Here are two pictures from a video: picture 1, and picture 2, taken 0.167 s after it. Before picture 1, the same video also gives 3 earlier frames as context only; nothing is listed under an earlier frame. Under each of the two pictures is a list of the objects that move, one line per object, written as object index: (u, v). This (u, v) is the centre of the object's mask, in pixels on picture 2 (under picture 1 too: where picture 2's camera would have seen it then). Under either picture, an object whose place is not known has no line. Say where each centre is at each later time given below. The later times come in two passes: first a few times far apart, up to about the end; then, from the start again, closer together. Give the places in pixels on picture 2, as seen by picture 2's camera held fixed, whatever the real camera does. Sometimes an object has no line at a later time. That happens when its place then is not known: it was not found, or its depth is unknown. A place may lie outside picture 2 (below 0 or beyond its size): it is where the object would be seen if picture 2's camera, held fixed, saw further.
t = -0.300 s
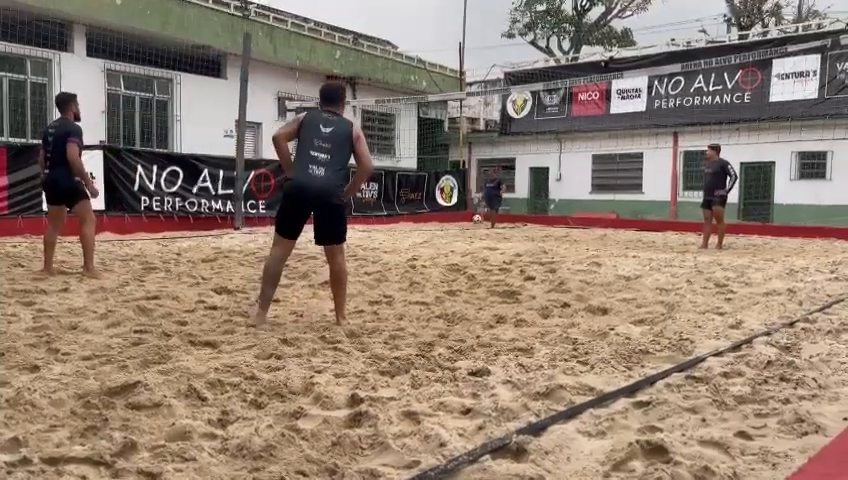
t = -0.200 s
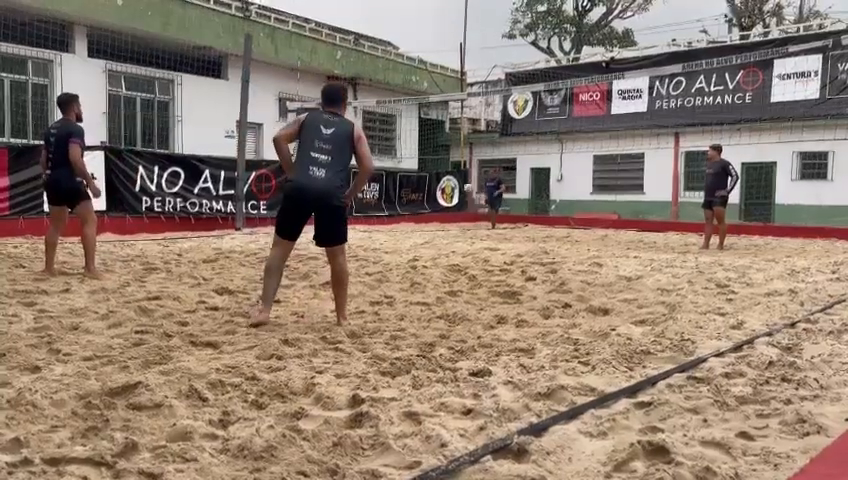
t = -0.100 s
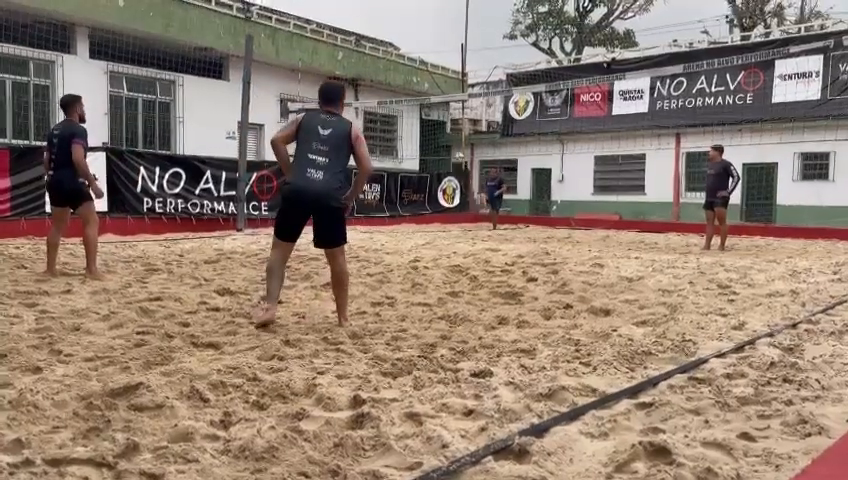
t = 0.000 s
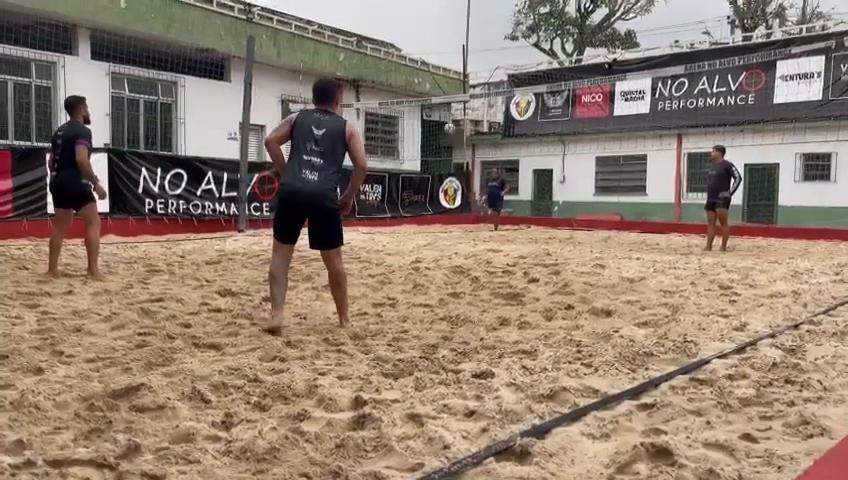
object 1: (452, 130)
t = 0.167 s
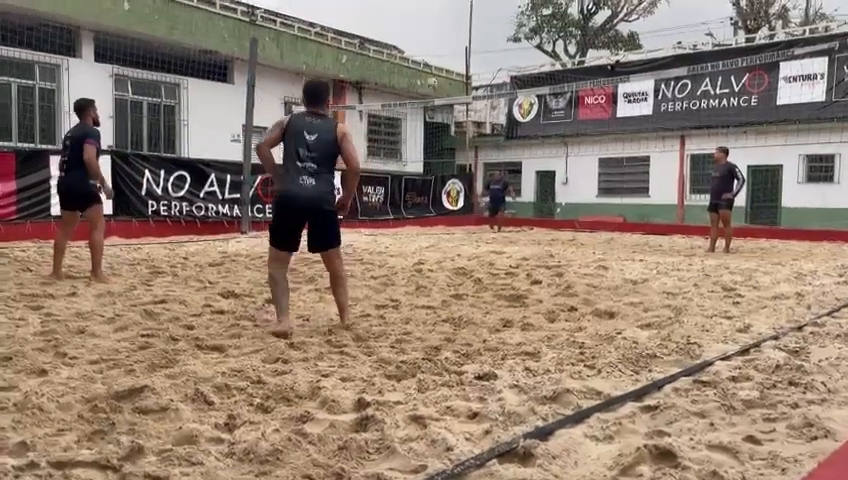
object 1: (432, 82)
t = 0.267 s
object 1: (417, 57)
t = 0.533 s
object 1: (374, 8)
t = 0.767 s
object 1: (318, -4)
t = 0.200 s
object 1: (427, 73)
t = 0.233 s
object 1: (422, 65)
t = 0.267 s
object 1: (417, 57)
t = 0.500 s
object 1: (380, 13)
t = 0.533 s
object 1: (374, 8)
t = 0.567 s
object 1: (367, 5)
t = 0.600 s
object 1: (360, 1)
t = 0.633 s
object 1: (352, -1)
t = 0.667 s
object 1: (344, -3)
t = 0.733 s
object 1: (327, -4)
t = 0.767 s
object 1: (318, -4)
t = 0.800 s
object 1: (308, -3)
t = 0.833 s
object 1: (297, 0)
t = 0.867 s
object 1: (285, 4)
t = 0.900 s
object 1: (272, 10)
